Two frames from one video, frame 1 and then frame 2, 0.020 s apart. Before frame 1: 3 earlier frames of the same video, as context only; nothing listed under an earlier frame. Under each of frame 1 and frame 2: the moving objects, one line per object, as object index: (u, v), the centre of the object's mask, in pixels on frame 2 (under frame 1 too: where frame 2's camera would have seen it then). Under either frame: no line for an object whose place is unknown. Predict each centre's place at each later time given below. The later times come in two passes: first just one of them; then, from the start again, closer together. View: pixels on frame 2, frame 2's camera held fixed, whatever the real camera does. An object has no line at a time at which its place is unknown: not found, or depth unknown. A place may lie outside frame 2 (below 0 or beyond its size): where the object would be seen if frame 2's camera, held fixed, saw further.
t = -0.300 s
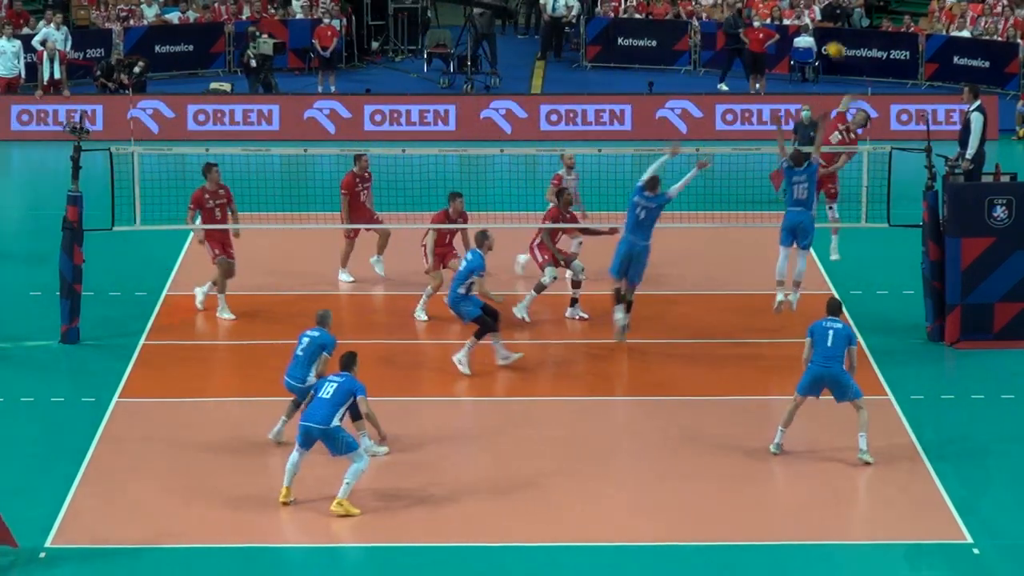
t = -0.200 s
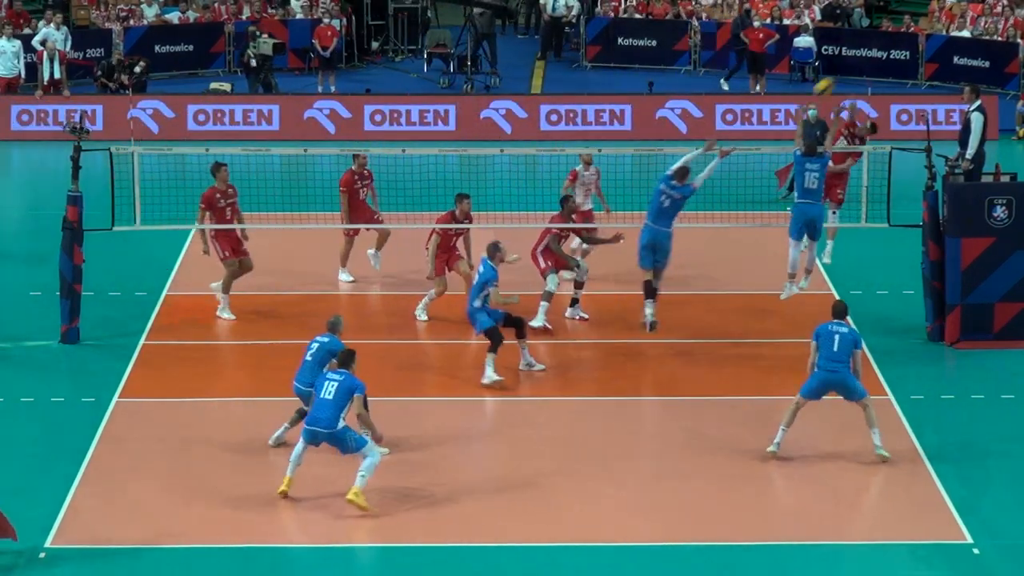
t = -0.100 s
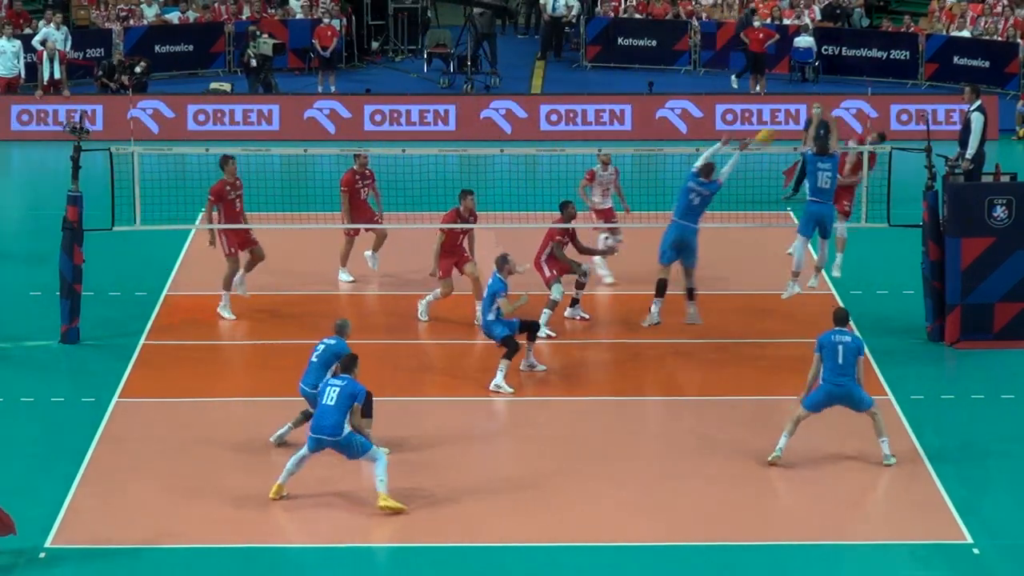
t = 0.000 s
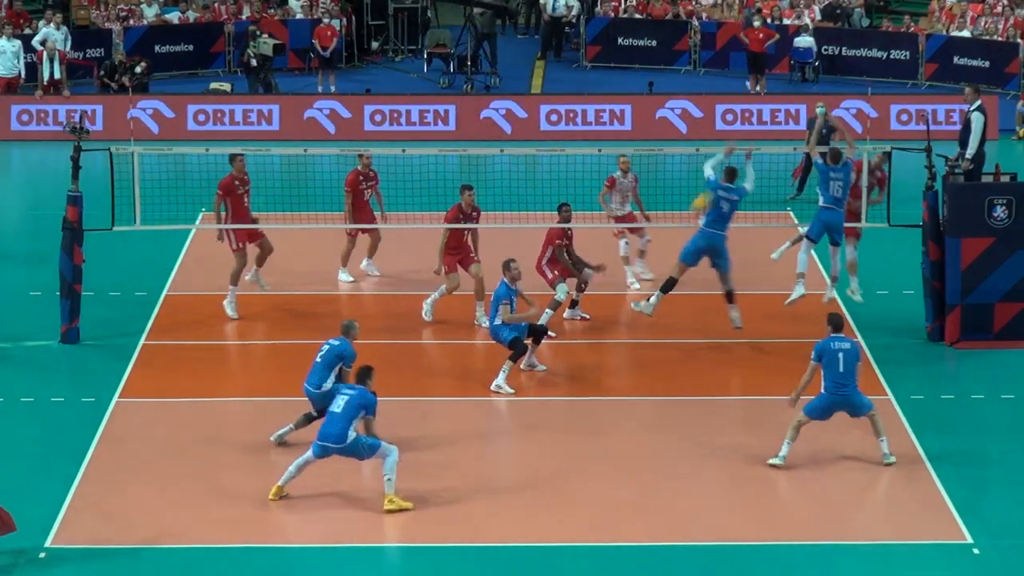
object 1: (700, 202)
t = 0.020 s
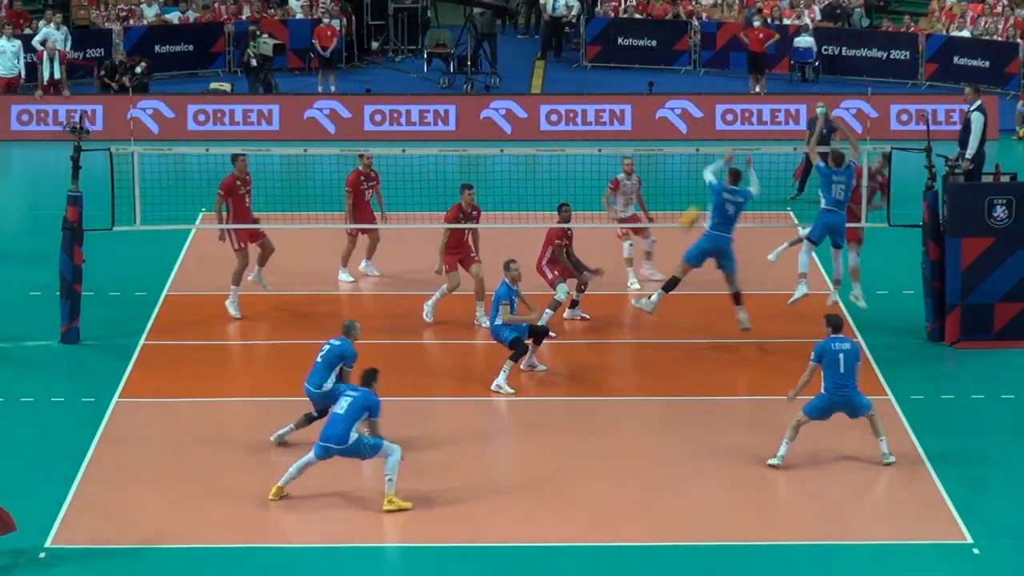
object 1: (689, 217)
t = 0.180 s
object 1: (575, 361)
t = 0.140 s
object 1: (603, 321)
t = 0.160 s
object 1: (587, 343)
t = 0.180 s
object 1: (575, 361)
